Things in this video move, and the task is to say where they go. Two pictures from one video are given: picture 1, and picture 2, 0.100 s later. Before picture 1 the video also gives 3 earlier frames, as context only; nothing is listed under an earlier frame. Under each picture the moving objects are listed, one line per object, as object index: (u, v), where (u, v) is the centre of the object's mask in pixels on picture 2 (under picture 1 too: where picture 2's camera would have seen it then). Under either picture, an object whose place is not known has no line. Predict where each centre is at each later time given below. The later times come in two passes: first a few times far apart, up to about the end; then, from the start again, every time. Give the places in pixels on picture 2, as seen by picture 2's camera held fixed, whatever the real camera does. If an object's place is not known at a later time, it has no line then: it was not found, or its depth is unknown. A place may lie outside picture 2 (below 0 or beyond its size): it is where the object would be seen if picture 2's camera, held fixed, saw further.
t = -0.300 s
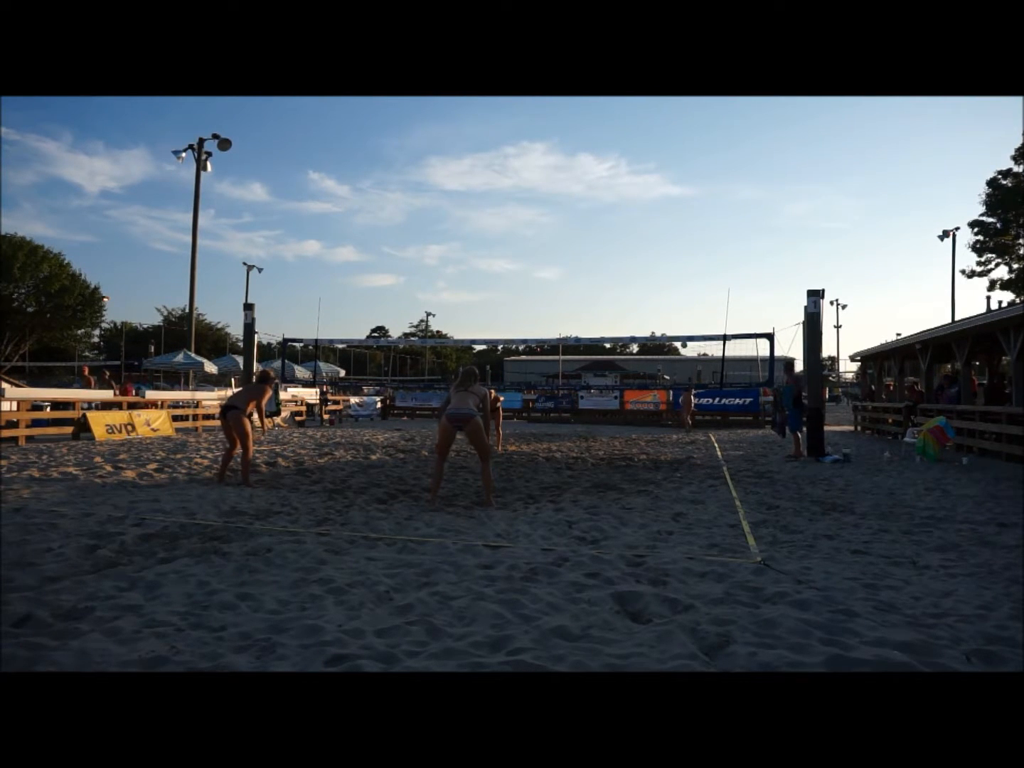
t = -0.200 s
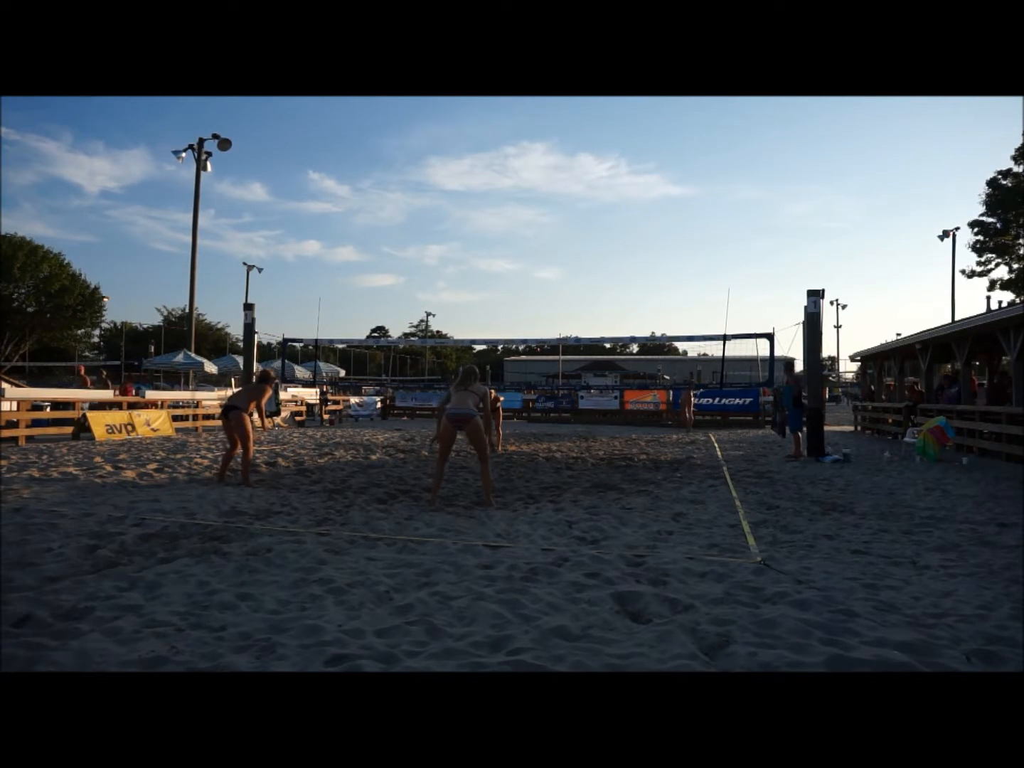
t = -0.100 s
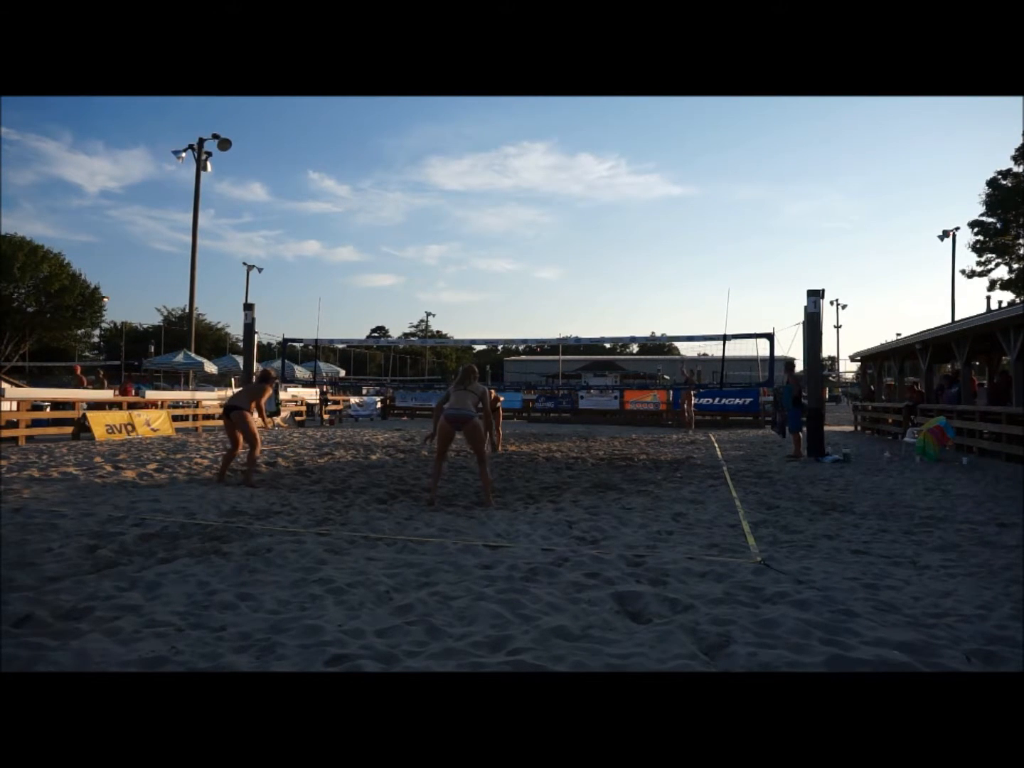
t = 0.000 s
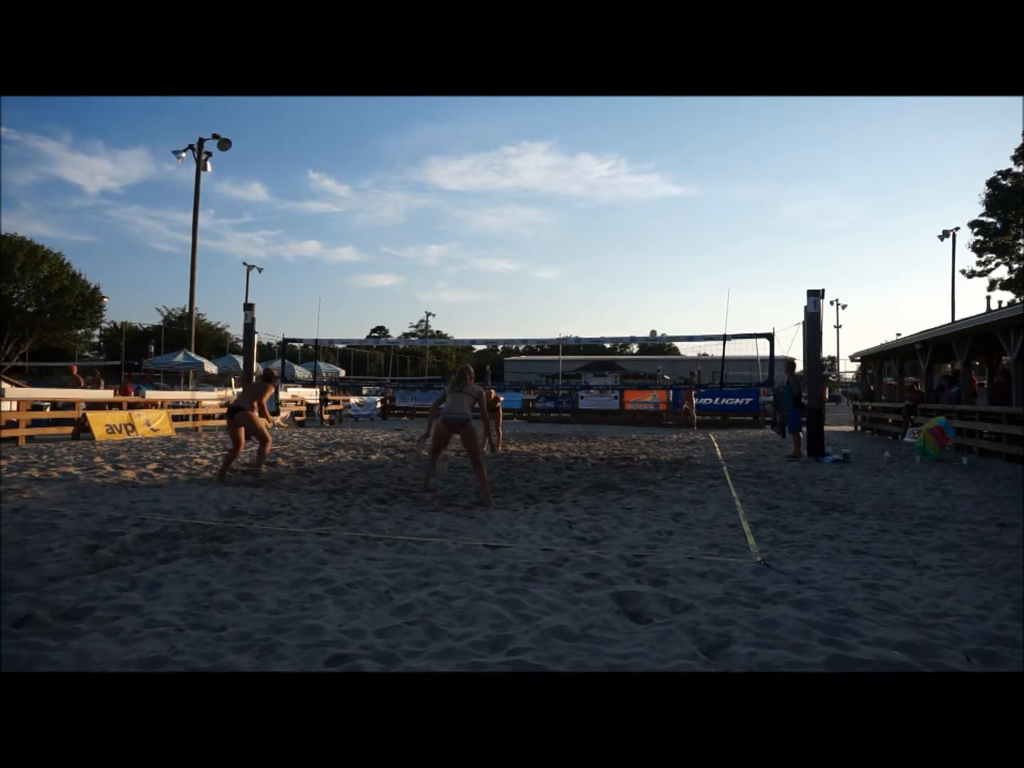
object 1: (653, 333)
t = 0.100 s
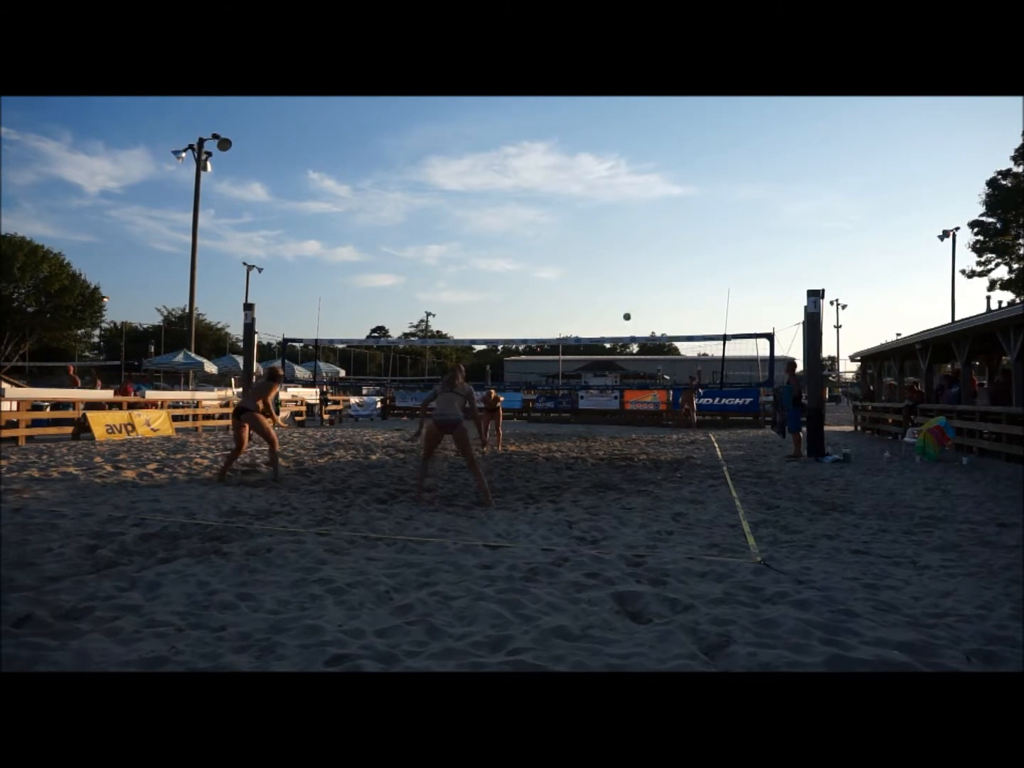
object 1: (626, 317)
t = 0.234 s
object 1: (586, 300)
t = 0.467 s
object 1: (494, 290)
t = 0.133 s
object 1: (617, 312)
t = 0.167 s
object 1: (607, 307)
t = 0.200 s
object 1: (597, 303)
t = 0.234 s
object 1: (586, 300)
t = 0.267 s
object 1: (574, 295)
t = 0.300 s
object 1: (563, 294)
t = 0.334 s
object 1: (550, 292)
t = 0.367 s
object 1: (537, 291)
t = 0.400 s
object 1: (524, 290)
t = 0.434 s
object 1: (510, 290)
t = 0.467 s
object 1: (494, 290)
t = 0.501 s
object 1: (478, 291)
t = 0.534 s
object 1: (461, 294)
